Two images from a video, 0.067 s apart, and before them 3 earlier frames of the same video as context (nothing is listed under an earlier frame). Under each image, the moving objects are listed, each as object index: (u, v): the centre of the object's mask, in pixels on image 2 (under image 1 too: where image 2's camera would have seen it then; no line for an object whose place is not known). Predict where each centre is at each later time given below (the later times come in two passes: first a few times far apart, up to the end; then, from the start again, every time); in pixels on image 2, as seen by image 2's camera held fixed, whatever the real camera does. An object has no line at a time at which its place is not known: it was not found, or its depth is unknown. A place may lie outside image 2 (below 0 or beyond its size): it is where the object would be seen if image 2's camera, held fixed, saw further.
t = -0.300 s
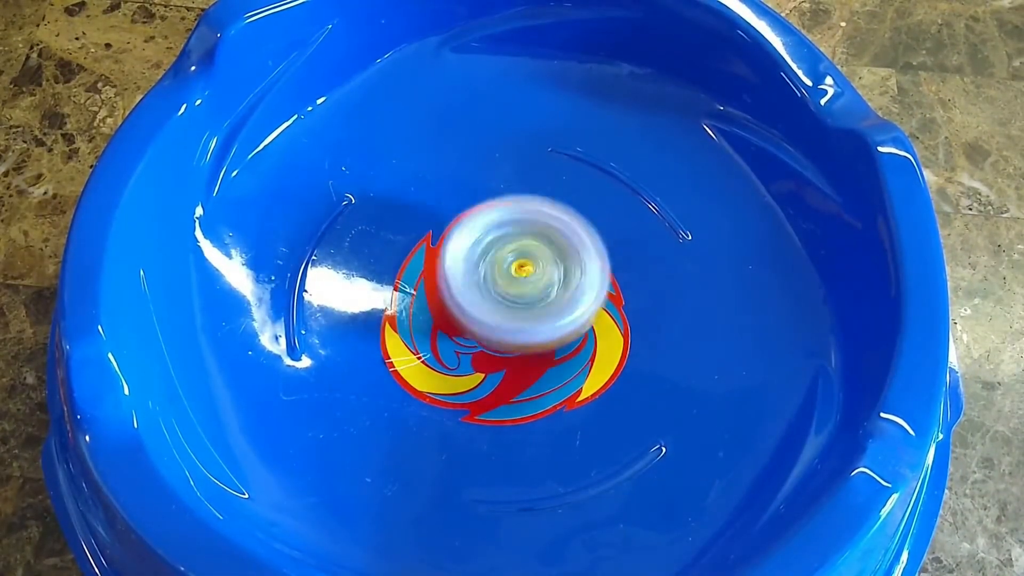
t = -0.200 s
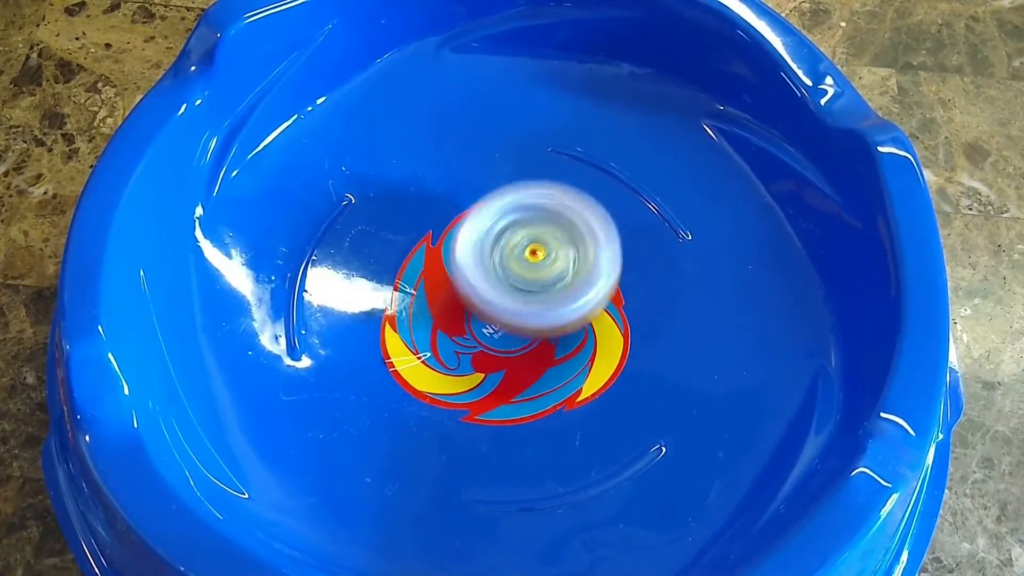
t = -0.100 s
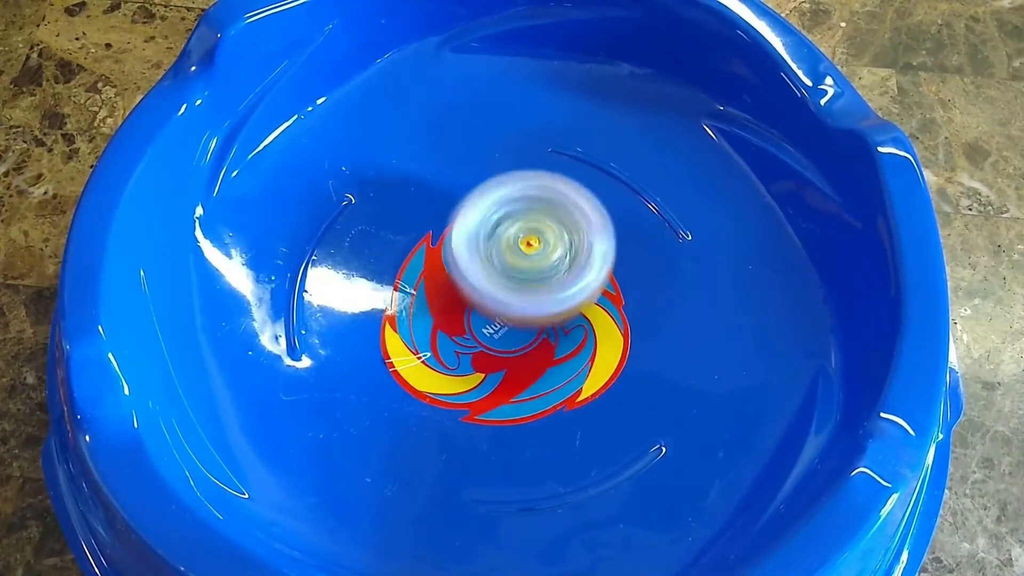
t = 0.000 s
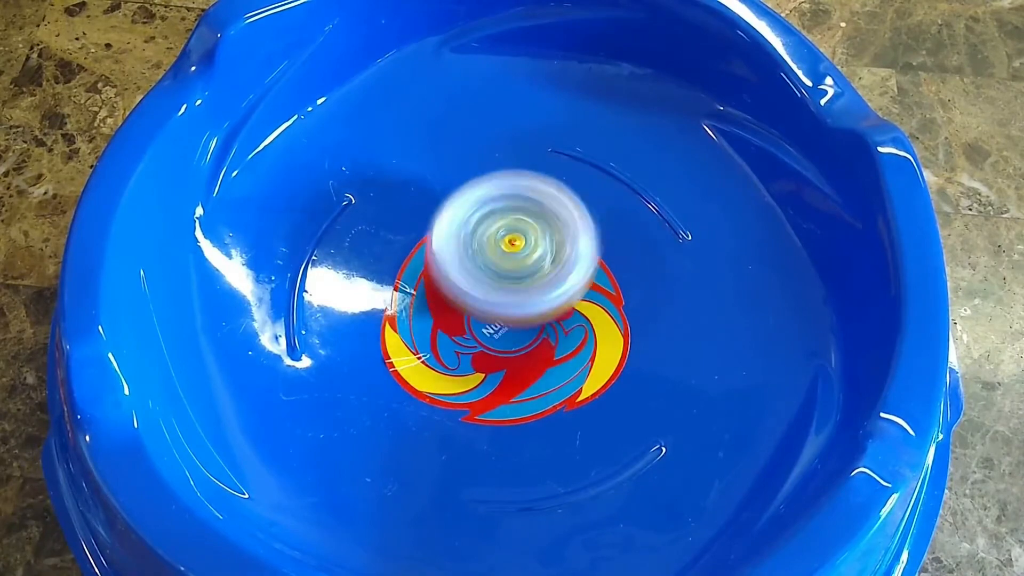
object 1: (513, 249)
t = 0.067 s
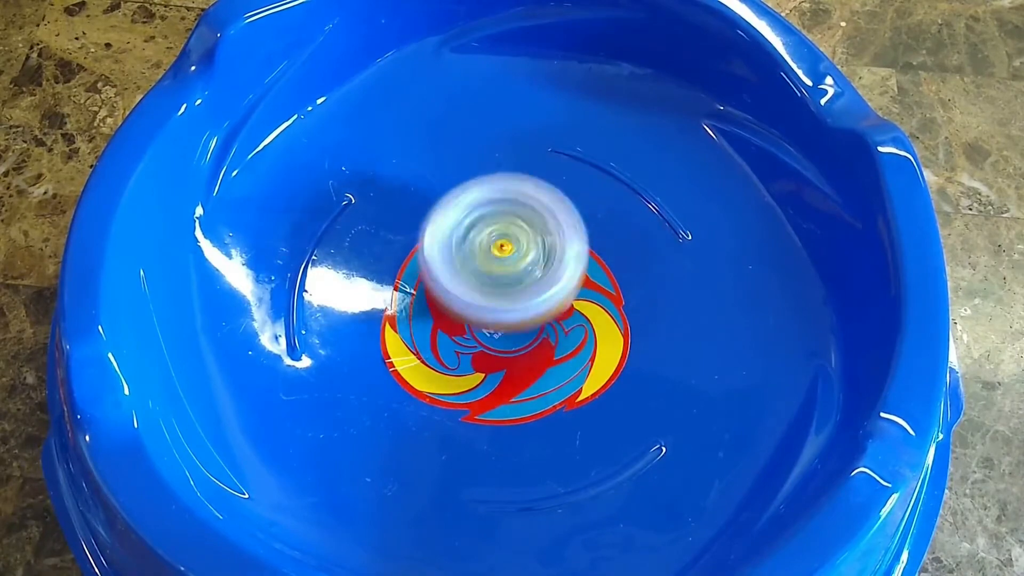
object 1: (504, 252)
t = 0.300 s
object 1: (494, 286)
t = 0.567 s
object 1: (510, 290)
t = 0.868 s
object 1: (494, 261)
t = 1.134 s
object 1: (466, 265)
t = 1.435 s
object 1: (500, 276)
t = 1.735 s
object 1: (518, 253)
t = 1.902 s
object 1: (510, 252)
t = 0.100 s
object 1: (501, 257)
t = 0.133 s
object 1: (496, 262)
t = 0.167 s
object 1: (493, 268)
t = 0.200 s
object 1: (493, 272)
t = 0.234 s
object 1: (492, 277)
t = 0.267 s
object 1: (494, 281)
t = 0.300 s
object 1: (494, 286)
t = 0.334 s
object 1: (497, 289)
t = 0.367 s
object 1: (500, 290)
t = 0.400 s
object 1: (502, 293)
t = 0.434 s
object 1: (504, 293)
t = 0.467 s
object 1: (505, 293)
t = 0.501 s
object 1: (507, 293)
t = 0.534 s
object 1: (508, 291)
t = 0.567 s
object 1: (510, 290)
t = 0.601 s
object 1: (511, 283)
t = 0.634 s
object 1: (511, 282)
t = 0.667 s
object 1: (511, 278)
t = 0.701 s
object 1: (510, 275)
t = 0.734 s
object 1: (509, 271)
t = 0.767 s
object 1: (505, 267)
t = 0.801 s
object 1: (501, 264)
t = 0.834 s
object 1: (498, 262)
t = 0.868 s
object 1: (494, 261)
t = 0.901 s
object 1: (490, 258)
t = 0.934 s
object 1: (486, 258)
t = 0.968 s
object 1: (483, 257)
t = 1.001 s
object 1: (477, 258)
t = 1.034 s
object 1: (474, 260)
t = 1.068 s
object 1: (469, 261)
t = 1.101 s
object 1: (467, 264)
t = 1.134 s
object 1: (466, 265)
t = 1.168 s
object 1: (465, 269)
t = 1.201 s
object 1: (468, 272)
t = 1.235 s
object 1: (470, 275)
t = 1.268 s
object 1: (474, 278)
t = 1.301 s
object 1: (477, 278)
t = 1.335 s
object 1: (484, 279)
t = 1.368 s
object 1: (489, 277)
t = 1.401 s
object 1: (493, 278)
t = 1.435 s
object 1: (500, 276)
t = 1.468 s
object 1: (503, 274)
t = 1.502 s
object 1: (508, 272)
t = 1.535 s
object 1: (510, 269)
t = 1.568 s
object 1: (513, 265)
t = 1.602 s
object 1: (514, 263)
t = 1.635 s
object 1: (518, 259)
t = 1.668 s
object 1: (518, 257)
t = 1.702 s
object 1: (519, 256)
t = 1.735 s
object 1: (518, 253)
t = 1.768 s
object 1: (517, 253)
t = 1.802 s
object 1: (516, 250)
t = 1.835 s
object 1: (514, 251)
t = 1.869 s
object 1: (512, 251)
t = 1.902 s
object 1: (510, 252)
